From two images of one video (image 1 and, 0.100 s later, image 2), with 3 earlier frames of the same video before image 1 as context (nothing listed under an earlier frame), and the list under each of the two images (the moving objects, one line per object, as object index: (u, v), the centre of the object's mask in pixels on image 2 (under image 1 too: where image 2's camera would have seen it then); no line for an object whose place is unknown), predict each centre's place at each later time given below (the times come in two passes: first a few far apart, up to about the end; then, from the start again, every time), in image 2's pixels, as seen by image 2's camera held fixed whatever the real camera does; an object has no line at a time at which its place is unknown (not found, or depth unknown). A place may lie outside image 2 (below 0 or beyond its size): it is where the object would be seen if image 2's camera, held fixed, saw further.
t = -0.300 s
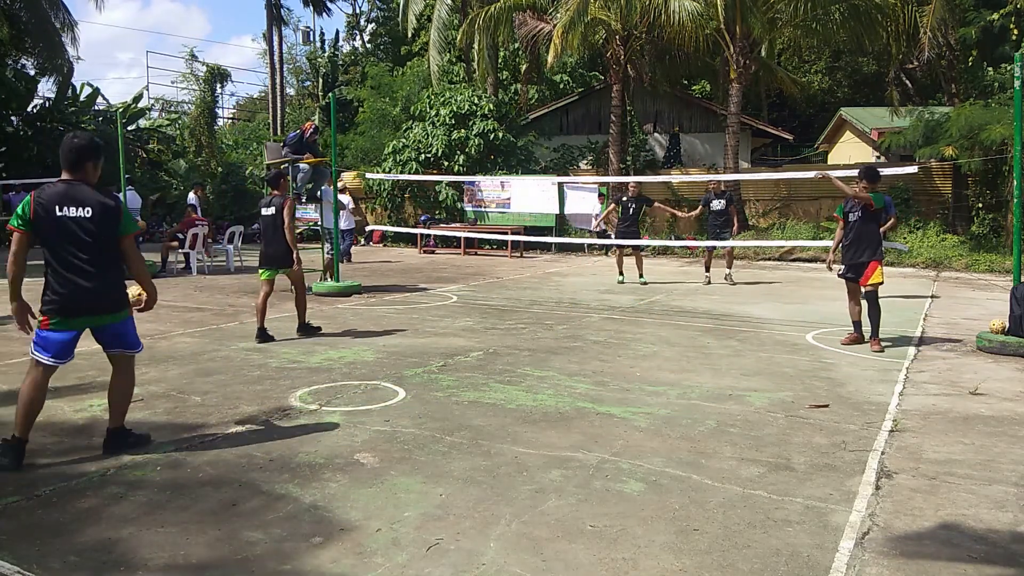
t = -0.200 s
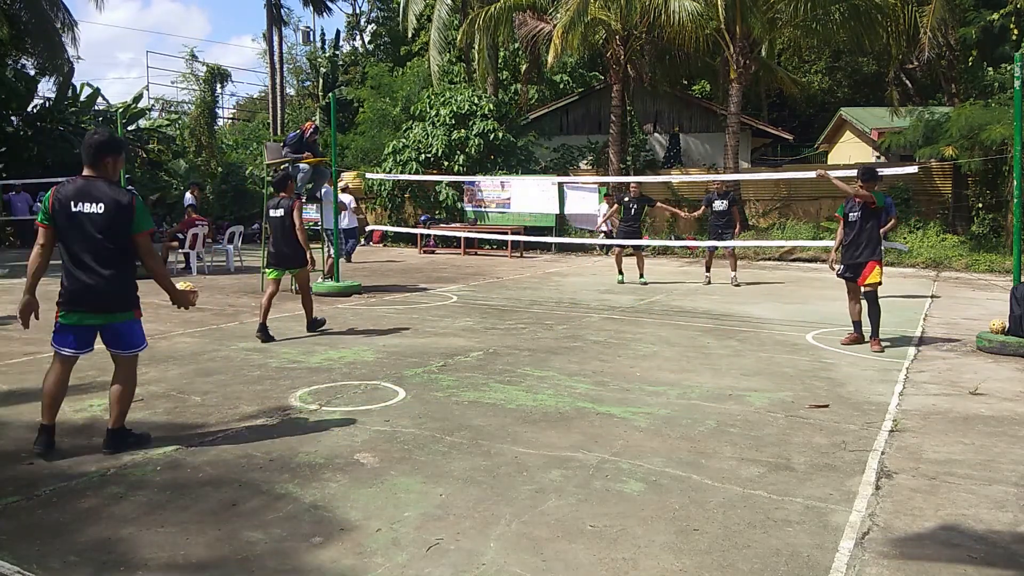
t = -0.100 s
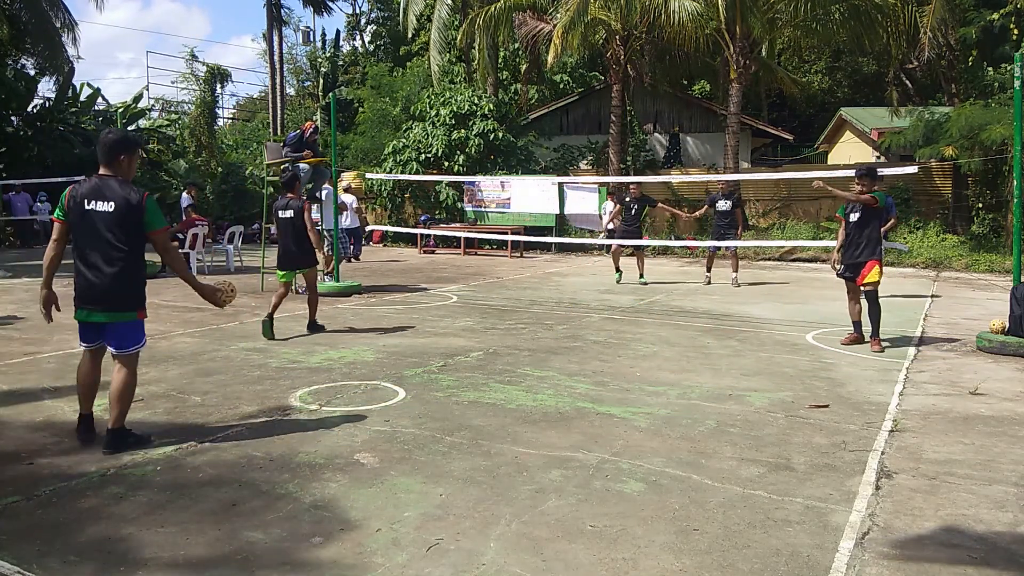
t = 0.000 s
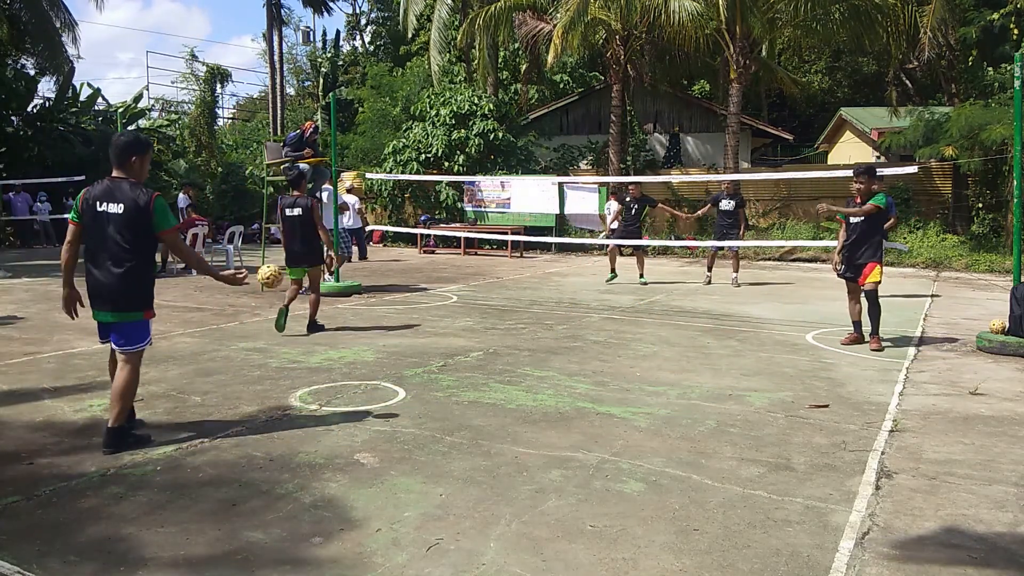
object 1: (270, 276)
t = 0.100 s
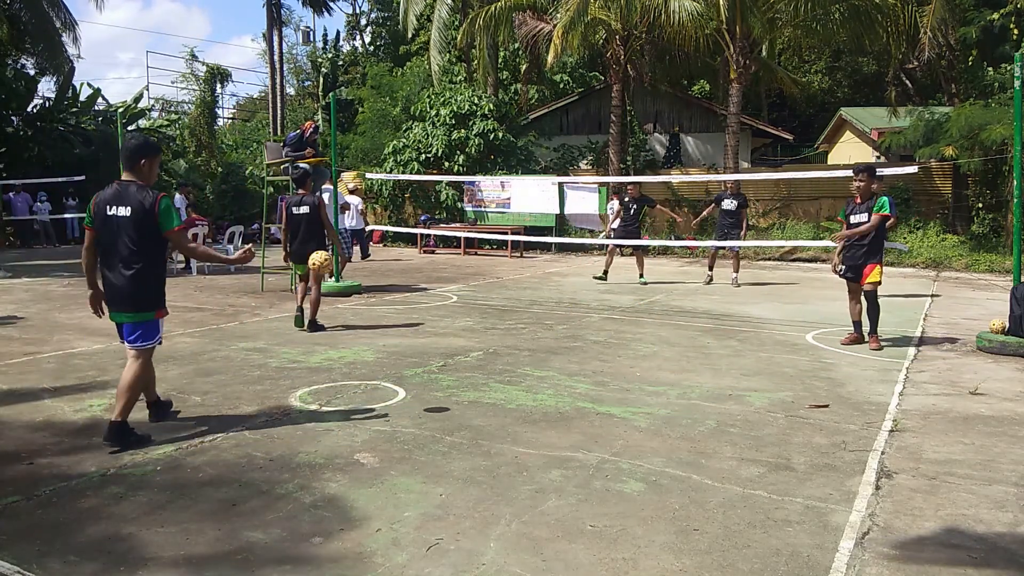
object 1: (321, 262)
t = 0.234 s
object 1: (383, 272)
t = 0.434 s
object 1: (468, 336)
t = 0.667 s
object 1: (547, 342)
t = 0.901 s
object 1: (615, 327)
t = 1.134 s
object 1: (679, 368)
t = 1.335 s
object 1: (735, 353)
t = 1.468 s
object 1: (770, 366)
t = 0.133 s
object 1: (337, 262)
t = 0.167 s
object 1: (352, 263)
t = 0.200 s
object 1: (368, 267)
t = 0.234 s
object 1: (383, 272)
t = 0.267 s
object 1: (398, 278)
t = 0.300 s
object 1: (412, 287)
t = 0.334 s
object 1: (427, 296)
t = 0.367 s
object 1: (441, 308)
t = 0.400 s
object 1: (454, 321)
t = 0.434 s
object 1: (468, 336)
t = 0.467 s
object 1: (481, 351)
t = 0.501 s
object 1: (493, 369)
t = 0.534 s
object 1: (506, 387)
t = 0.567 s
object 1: (516, 374)
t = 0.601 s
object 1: (527, 361)
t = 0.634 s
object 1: (537, 351)
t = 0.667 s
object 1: (547, 342)
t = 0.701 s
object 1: (557, 335)
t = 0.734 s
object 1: (567, 329)
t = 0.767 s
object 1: (577, 326)
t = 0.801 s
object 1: (587, 324)
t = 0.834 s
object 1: (596, 324)
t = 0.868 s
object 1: (606, 325)
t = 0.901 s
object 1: (615, 327)
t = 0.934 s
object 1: (625, 331)
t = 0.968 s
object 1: (634, 337)
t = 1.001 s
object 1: (643, 344)
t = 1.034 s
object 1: (652, 353)
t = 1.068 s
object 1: (661, 363)
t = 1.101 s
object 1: (669, 375)
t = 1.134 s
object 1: (679, 368)
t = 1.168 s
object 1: (689, 362)
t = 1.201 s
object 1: (698, 357)
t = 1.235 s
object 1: (707, 354)
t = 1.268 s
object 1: (717, 352)
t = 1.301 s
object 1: (726, 351)
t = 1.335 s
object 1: (735, 353)
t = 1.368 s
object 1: (744, 356)
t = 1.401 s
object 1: (753, 360)
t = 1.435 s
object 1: (761, 365)
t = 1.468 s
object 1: (770, 366)
